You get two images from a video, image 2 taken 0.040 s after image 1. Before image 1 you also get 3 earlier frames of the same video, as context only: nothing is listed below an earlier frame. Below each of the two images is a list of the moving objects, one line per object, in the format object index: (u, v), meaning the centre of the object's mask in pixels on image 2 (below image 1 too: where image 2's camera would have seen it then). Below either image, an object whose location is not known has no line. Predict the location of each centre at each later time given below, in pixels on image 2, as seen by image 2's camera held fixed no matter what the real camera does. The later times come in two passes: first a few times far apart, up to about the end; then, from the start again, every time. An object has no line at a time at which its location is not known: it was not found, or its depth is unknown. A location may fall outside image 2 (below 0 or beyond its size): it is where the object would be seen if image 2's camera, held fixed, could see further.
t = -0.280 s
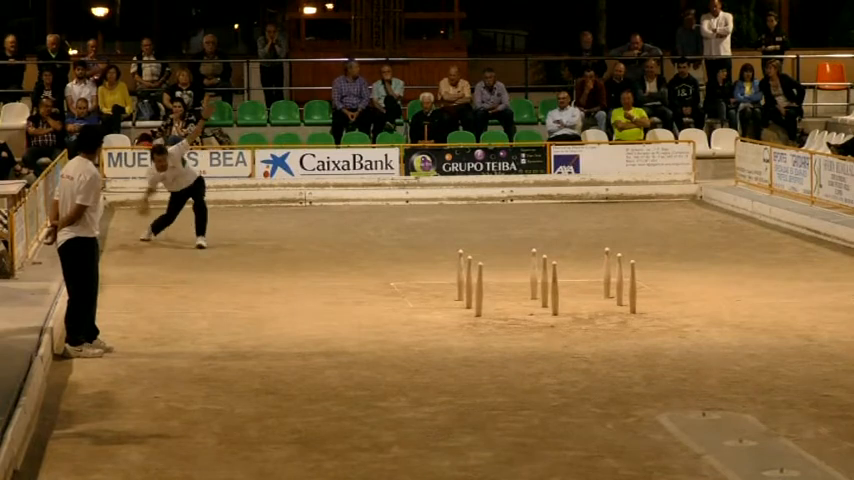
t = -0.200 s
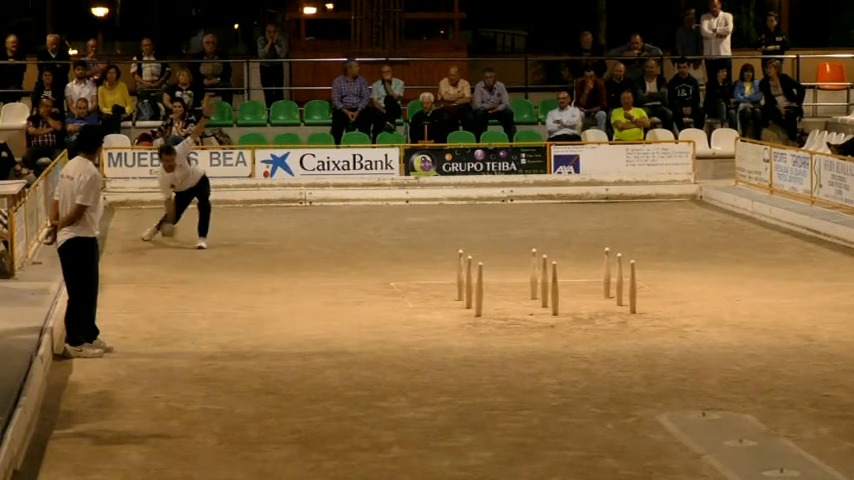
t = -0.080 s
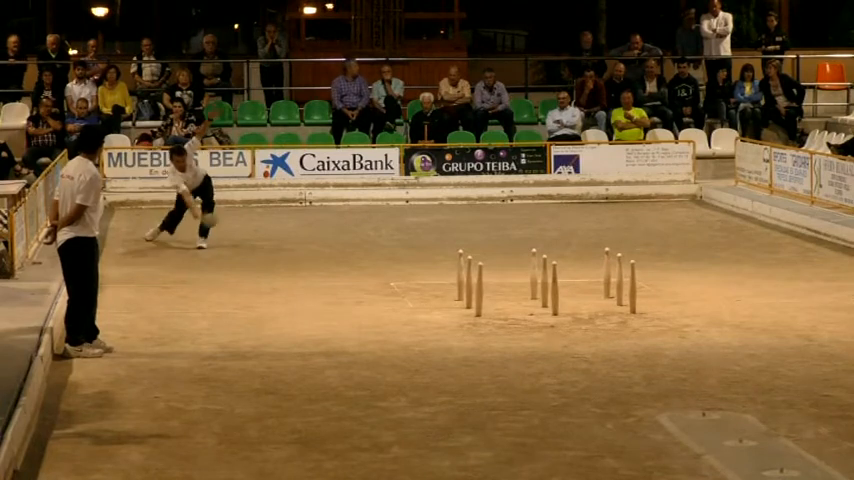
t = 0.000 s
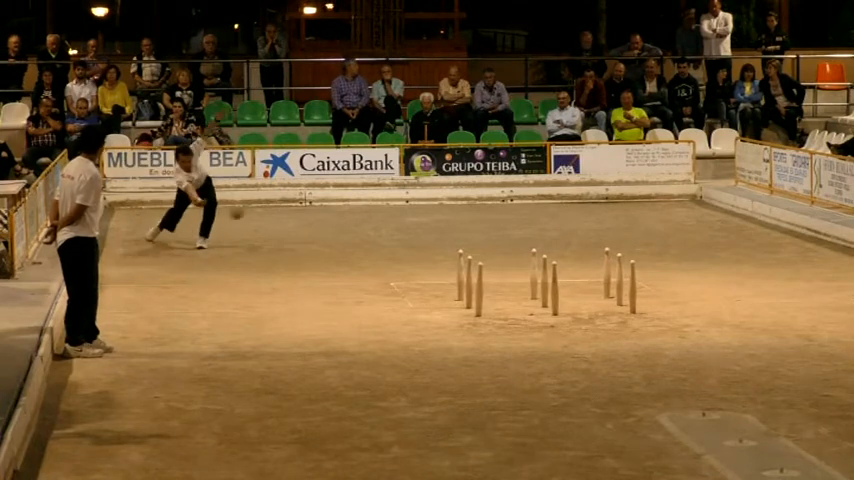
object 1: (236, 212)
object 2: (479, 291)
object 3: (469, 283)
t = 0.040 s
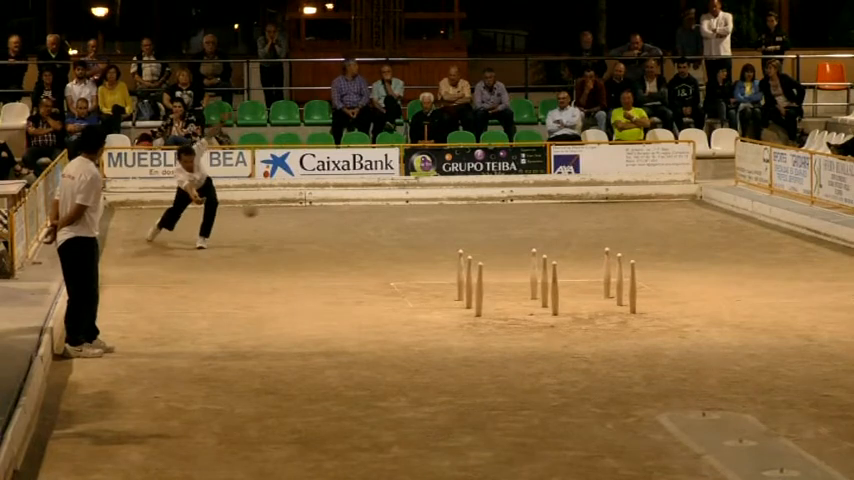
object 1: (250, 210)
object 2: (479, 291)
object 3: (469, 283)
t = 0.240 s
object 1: (324, 225)
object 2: (479, 291)
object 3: (469, 283)
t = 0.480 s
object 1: (422, 287)
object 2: (479, 291)
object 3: (469, 283)
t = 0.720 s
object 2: (479, 290)
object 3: (474, 273)
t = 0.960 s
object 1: (513, 310)
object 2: (475, 310)
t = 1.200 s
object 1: (543, 317)
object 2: (477, 329)
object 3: (577, 328)
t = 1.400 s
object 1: (567, 323)
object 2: (485, 330)
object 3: (612, 334)
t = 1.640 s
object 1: (596, 328)
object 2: (498, 331)
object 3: (638, 337)
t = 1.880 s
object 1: (625, 331)
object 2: (505, 331)
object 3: (648, 340)
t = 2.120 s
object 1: (644, 328)
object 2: (507, 331)
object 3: (653, 341)
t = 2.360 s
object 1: (644, 334)
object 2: (507, 331)
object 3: (656, 342)
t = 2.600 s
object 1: (633, 339)
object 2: (506, 331)
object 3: (655, 341)
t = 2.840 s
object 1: (621, 342)
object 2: (506, 331)
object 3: (654, 341)
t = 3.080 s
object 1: (610, 345)
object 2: (506, 331)
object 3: (655, 341)
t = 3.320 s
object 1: (599, 346)
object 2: (506, 331)
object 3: (655, 341)
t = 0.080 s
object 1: (264, 210)
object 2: (479, 291)
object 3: (469, 283)
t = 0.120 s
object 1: (277, 211)
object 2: (479, 291)
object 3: (469, 283)
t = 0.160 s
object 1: (293, 214)
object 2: (479, 291)
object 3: (469, 283)
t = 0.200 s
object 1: (309, 219)
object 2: (479, 291)
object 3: (469, 283)
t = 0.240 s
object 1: (324, 225)
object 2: (479, 291)
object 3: (469, 283)
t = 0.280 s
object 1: (340, 231)
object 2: (479, 291)
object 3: (469, 283)
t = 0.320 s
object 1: (357, 240)
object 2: (479, 291)
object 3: (469, 283)
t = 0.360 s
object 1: (373, 251)
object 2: (479, 291)
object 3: (469, 283)
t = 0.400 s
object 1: (391, 265)
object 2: (479, 291)
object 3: (469, 283)
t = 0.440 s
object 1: (409, 285)
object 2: (479, 291)
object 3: (469, 283)
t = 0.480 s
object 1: (422, 287)
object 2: (479, 291)
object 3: (469, 283)
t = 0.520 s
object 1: (436, 285)
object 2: (479, 291)
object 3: (469, 283)
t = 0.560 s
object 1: (449, 285)
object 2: (479, 291)
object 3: (469, 283)
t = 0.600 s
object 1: (456, 288)
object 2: (479, 291)
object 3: (469, 283)
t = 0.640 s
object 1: (461, 291)
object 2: (479, 291)
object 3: (469, 283)
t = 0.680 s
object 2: (479, 290)
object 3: (472, 281)
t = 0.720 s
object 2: (479, 290)
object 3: (474, 273)
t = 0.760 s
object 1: (487, 303)
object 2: (478, 291)
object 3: (486, 295)
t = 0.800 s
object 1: (491, 305)
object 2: (478, 289)
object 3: (488, 283)
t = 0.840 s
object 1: (497, 306)
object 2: (477, 291)
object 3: (493, 284)
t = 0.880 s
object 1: (502, 307)
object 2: (476, 296)
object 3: (500, 289)
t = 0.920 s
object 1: (508, 309)
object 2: (475, 301)
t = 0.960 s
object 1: (513, 310)
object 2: (475, 310)
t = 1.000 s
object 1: (518, 312)
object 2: (474, 318)
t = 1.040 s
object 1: (523, 314)
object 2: (474, 325)
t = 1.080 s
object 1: (526, 313)
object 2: (475, 324)
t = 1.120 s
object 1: (532, 315)
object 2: (475, 325)
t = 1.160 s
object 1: (538, 317)
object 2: (477, 327)
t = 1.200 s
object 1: (543, 317)
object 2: (477, 329)
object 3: (577, 328)
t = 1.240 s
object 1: (547, 318)
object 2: (478, 330)
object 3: (585, 329)
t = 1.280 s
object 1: (552, 319)
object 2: (480, 330)
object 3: (591, 329)
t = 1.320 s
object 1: (557, 321)
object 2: (481, 330)
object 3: (598, 331)
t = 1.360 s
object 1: (562, 322)
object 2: (483, 330)
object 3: (605, 334)
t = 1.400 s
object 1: (567, 323)
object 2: (485, 330)
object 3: (612, 334)
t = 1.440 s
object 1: (571, 324)
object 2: (487, 331)
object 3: (618, 335)
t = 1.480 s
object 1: (577, 325)
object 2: (490, 331)
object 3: (623, 336)
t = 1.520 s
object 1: (581, 326)
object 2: (492, 331)
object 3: (628, 336)
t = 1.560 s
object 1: (587, 327)
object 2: (493, 331)
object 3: (631, 336)
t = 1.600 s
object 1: (591, 328)
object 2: (496, 331)
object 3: (634, 337)
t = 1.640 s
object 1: (596, 328)
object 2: (498, 331)
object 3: (638, 337)
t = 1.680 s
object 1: (601, 328)
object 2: (499, 331)
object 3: (641, 338)
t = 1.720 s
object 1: (606, 329)
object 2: (501, 331)
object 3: (644, 339)
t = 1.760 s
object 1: (611, 329)
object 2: (501, 332)
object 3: (645, 339)
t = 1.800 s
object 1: (616, 330)
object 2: (503, 331)
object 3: (646, 339)
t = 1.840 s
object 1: (620, 331)
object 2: (504, 331)
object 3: (647, 340)
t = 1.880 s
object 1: (625, 331)
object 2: (505, 331)
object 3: (648, 340)
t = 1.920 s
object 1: (630, 331)
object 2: (506, 331)
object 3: (649, 340)
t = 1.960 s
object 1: (633, 328)
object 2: (506, 331)
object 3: (649, 339)
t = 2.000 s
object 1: (636, 326)
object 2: (506, 331)
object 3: (650, 340)
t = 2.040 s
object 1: (639, 326)
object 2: (507, 331)
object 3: (651, 340)
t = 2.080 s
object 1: (642, 328)
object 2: (507, 331)
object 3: (652, 341)
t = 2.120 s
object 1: (644, 328)
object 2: (507, 331)
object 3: (653, 341)
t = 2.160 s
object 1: (645, 328)
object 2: (507, 331)
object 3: (653, 341)
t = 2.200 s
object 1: (646, 328)
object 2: (507, 331)
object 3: (654, 341)
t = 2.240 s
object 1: (646, 328)
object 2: (507, 331)
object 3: (654, 341)
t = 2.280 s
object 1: (646, 329)
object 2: (507, 331)
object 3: (655, 342)
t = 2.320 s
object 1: (645, 331)
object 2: (507, 331)
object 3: (655, 342)
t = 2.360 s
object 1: (644, 334)
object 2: (507, 331)
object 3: (656, 342)
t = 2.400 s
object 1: (643, 337)
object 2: (506, 331)
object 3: (656, 342)
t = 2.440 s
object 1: (640, 337)
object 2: (506, 331)
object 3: (656, 341)
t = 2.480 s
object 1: (638, 338)
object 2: (506, 331)
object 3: (655, 341)
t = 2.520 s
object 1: (637, 338)
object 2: (506, 331)
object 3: (655, 341)
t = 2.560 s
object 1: (635, 339)
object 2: (506, 331)
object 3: (654, 341)
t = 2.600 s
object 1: (633, 339)
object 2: (506, 331)
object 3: (655, 341)
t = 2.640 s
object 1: (631, 340)
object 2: (506, 331)
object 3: (655, 341)
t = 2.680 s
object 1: (629, 340)
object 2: (506, 331)
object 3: (654, 341)
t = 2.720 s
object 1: (628, 341)
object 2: (506, 331)
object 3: (654, 341)
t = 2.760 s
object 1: (626, 342)
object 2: (506, 331)
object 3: (654, 341)
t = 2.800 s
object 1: (624, 342)
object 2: (506, 331)
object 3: (654, 341)
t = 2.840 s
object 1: (621, 342)
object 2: (506, 331)
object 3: (654, 341)
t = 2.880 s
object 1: (619, 342)
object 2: (506, 331)
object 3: (654, 341)
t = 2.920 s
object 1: (618, 343)
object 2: (506, 331)
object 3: (655, 341)
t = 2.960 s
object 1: (616, 343)
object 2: (506, 331)
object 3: (655, 341)
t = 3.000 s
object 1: (614, 344)
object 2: (506, 331)
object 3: (655, 341)
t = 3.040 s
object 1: (612, 344)
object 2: (506, 331)
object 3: (655, 341)
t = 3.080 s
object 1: (610, 345)
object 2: (506, 331)
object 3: (655, 341)
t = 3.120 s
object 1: (608, 345)
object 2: (506, 331)
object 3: (655, 341)
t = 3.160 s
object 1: (606, 345)
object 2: (506, 331)
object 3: (655, 341)
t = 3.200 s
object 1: (605, 345)
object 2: (506, 331)
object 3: (655, 341)
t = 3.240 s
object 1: (603, 346)
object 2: (506, 331)
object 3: (655, 341)
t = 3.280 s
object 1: (601, 346)
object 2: (506, 331)
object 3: (655, 341)
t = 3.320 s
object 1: (599, 346)
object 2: (506, 331)
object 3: (655, 341)
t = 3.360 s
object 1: (598, 346)
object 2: (506, 331)
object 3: (654, 341)
